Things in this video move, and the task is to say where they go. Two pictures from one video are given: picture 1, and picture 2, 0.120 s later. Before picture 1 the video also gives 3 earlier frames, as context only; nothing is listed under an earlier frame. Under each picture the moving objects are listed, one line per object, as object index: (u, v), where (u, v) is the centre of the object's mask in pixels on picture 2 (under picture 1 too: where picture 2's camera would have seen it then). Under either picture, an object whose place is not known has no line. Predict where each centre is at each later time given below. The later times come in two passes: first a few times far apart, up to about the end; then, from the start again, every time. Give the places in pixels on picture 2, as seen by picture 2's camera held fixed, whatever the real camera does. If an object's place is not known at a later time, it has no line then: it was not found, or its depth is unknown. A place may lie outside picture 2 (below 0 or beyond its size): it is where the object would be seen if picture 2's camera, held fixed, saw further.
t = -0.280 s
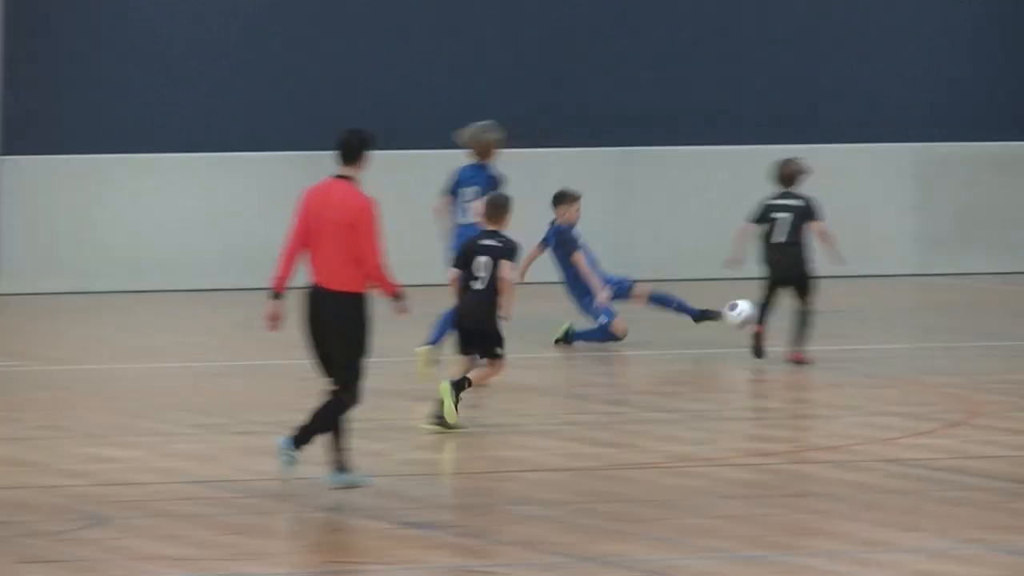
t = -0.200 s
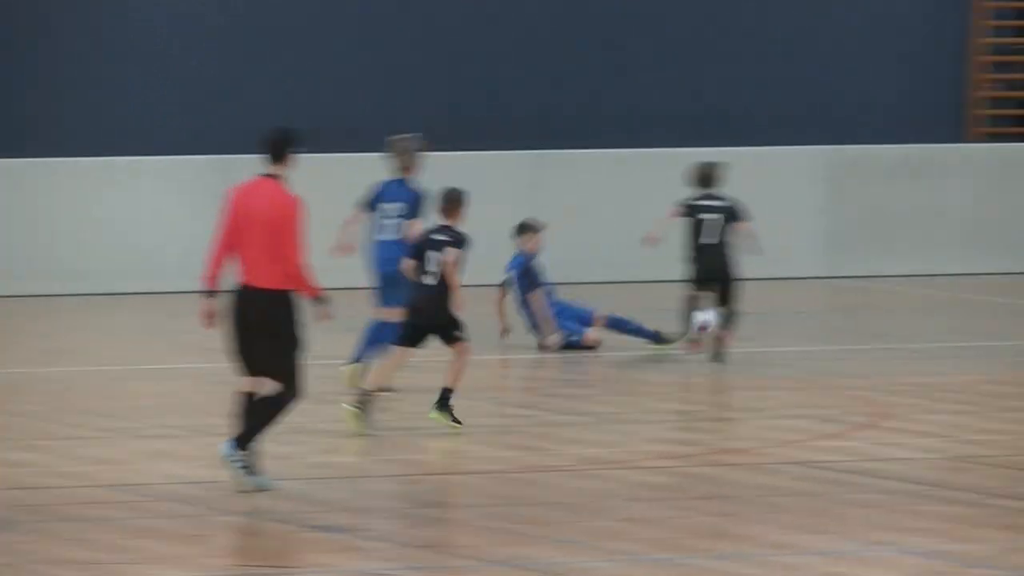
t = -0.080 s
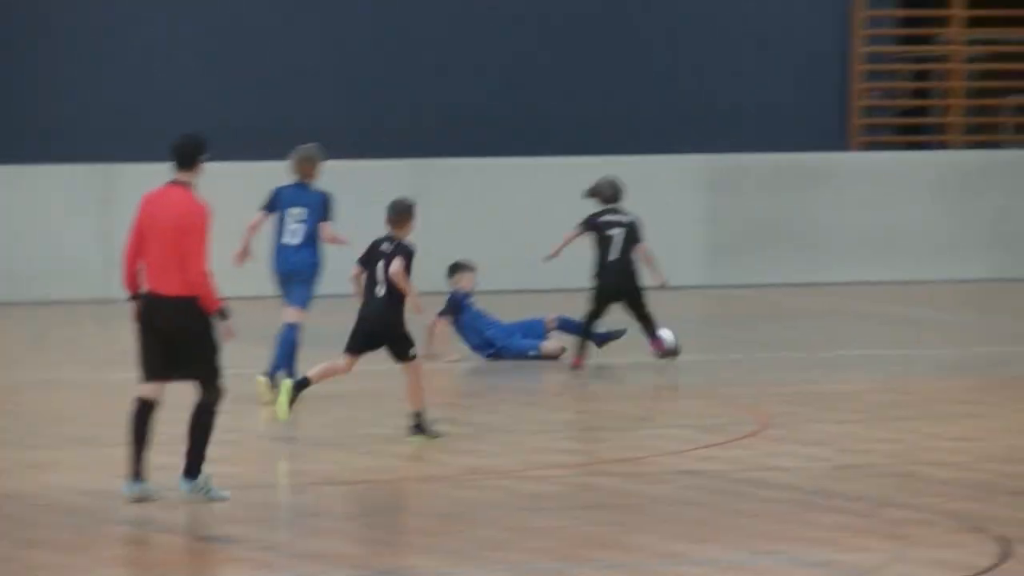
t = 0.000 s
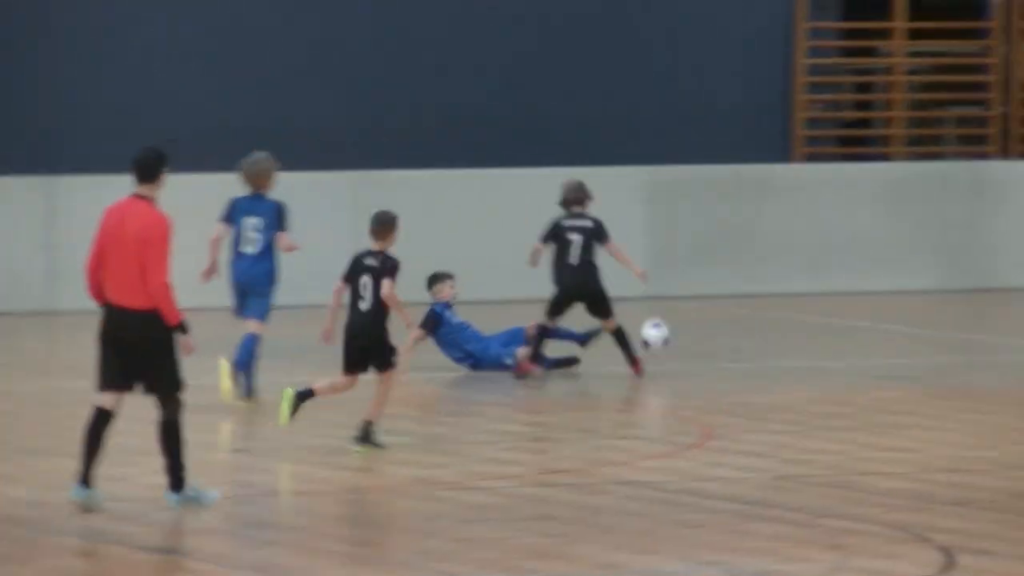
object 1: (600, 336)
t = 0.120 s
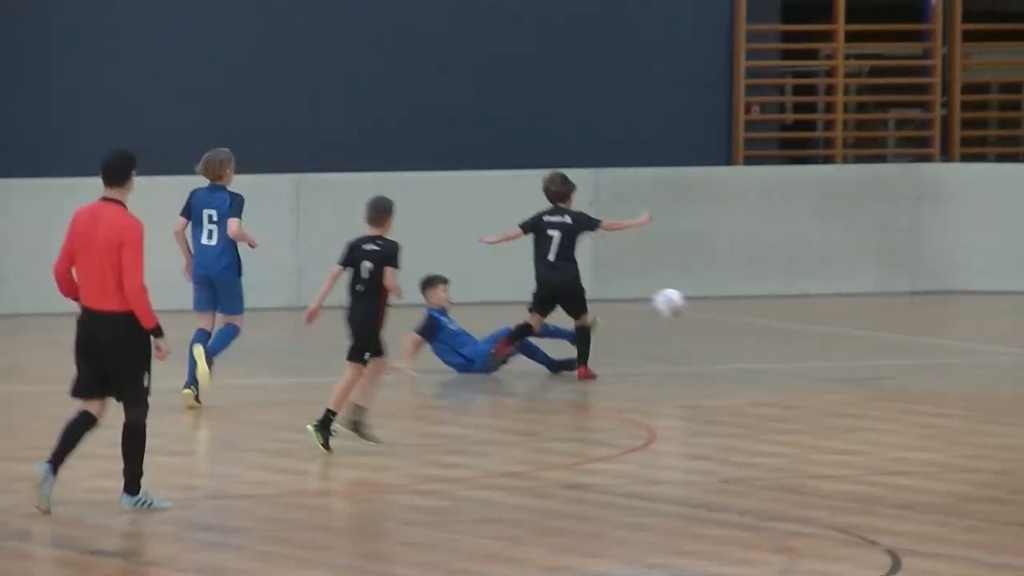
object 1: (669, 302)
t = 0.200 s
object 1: (715, 291)
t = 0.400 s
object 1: (829, 304)
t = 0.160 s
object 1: (692, 295)
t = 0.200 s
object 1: (715, 291)
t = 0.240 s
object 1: (738, 288)
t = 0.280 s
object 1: (762, 289)
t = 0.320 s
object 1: (784, 292)
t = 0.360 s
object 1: (805, 297)
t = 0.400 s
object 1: (829, 304)
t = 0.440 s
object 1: (849, 312)
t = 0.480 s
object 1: (873, 324)
